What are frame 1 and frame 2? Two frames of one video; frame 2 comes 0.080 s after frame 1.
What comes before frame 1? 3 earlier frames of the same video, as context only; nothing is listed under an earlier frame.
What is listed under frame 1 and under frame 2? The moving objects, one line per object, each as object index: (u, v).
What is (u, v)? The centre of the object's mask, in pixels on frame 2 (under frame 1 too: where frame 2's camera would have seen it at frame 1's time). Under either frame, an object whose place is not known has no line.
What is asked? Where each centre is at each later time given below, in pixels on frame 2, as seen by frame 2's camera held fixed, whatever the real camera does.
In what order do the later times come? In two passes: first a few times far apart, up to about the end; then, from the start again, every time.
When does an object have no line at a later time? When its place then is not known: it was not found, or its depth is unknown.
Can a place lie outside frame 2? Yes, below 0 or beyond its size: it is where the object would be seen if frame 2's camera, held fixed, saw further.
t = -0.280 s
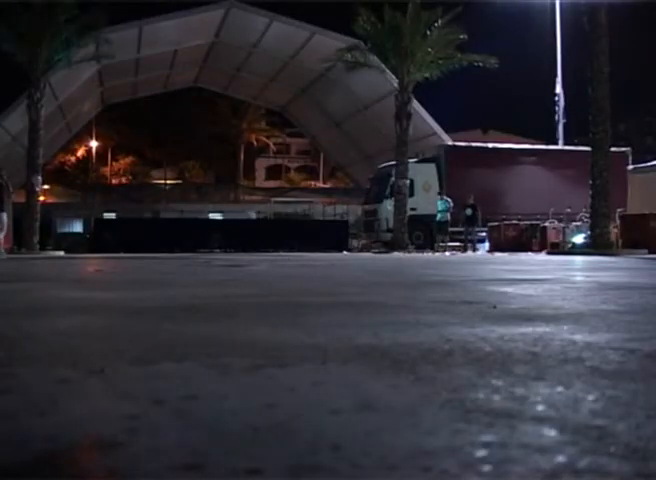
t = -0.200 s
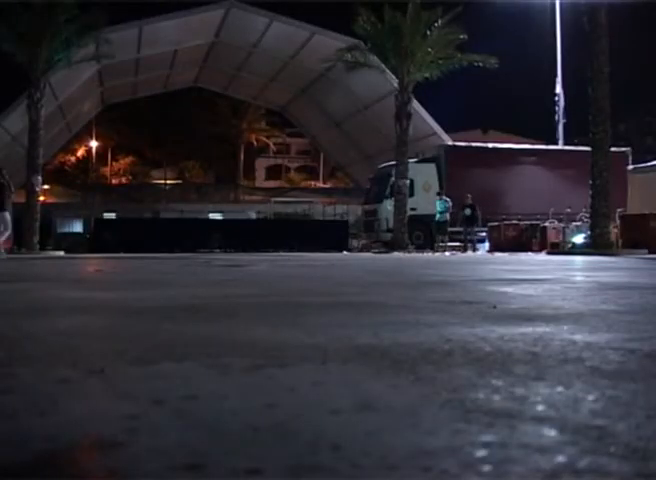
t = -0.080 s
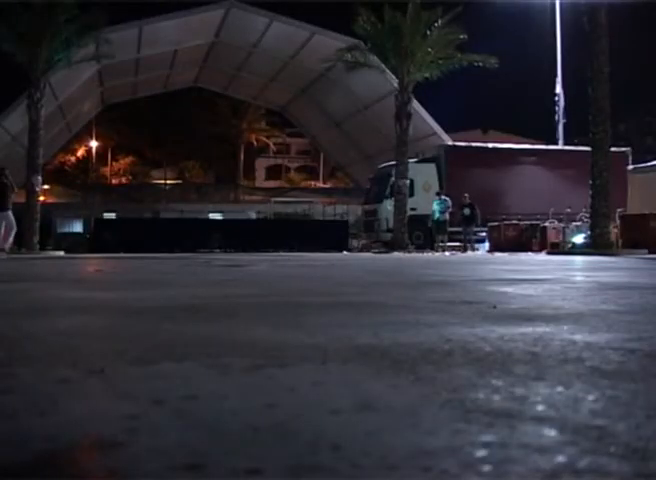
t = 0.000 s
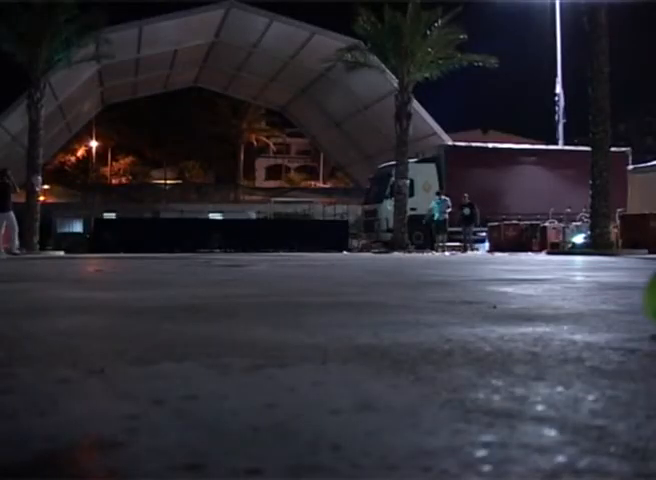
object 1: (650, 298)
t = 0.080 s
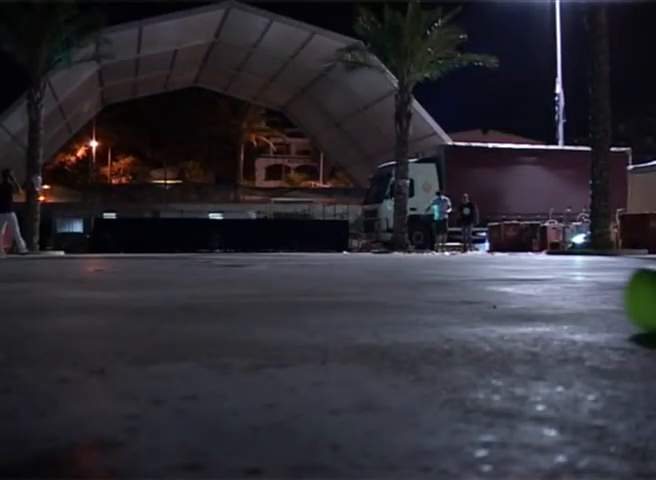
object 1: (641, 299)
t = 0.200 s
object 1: (627, 301)
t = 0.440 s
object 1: (597, 307)
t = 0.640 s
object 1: (569, 311)
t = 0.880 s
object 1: (523, 313)
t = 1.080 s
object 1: (492, 315)
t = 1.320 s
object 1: (458, 317)
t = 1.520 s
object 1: (430, 319)
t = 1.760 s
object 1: (399, 322)
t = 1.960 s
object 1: (379, 324)
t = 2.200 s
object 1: (360, 327)
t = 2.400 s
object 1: (347, 329)
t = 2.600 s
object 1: (335, 330)
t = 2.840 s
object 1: (318, 332)
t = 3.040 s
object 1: (306, 334)
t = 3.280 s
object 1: (288, 337)
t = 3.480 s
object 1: (271, 339)
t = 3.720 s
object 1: (247, 344)
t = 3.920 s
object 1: (229, 347)
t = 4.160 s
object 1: (217, 348)
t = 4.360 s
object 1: (217, 349)
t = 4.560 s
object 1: (224, 348)
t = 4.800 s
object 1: (239, 345)
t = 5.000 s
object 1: (253, 342)
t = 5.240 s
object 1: (267, 340)
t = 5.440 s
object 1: (274, 339)
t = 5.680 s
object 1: (279, 338)
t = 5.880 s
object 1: (280, 338)
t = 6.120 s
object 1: (278, 338)
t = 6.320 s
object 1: (275, 338)
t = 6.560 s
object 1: (266, 340)
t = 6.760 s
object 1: (257, 342)
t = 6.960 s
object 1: (247, 343)
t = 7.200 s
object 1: (237, 345)
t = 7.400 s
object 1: (234, 345)
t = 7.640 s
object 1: (236, 345)
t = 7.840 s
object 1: (241, 344)
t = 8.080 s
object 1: (250, 343)
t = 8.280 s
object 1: (256, 342)
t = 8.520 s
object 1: (261, 341)
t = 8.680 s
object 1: (264, 341)
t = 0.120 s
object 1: (636, 299)
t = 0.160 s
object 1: (631, 300)
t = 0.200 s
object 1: (627, 301)
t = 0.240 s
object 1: (622, 302)
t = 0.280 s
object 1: (617, 303)
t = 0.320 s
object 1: (612, 303)
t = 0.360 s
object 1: (607, 304)
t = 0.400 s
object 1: (602, 306)
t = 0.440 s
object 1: (597, 307)
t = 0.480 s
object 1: (592, 308)
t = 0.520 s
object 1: (587, 309)
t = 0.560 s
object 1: (582, 310)
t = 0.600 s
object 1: (576, 311)
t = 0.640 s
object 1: (569, 311)
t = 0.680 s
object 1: (560, 311)
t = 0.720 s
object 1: (552, 311)
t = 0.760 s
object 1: (544, 311)
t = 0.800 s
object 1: (537, 312)
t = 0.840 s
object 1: (530, 312)
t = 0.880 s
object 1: (523, 313)
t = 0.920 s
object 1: (517, 313)
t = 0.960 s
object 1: (511, 313)
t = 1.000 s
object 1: (505, 314)
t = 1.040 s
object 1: (498, 314)
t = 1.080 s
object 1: (492, 315)
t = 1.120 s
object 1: (487, 315)
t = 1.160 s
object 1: (480, 315)
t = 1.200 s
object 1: (475, 315)
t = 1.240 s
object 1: (470, 316)
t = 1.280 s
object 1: (464, 316)
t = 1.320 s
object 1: (458, 317)
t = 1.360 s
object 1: (453, 317)
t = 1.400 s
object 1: (447, 317)
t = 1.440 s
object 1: (441, 318)
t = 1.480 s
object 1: (435, 318)
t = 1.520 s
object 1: (430, 319)
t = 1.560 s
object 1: (424, 320)
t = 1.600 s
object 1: (419, 321)
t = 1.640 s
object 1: (414, 321)
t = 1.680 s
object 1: (409, 321)
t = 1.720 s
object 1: (404, 322)
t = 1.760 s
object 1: (399, 322)
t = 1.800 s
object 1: (394, 322)
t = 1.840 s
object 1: (390, 323)
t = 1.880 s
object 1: (385, 323)
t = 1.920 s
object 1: (382, 324)
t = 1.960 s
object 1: (379, 324)
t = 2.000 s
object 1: (375, 324)
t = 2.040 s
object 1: (372, 325)
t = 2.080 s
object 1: (369, 325)
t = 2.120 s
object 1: (366, 326)
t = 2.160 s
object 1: (364, 326)
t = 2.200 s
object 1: (360, 327)
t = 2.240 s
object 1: (357, 327)
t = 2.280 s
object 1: (355, 327)
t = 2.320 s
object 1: (352, 328)
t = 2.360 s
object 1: (350, 328)
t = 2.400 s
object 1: (347, 329)
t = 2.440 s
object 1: (345, 329)
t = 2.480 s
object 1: (342, 329)
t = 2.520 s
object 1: (340, 330)
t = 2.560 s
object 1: (338, 330)
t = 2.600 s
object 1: (335, 330)
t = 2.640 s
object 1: (333, 330)
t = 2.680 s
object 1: (330, 331)
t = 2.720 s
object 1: (327, 331)
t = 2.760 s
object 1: (324, 331)
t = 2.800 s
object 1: (321, 332)
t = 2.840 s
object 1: (318, 332)
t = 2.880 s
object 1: (316, 332)
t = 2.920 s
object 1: (314, 333)
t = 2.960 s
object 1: (311, 333)
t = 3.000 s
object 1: (309, 333)
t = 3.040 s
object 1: (306, 334)
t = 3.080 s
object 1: (303, 334)
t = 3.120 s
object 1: (300, 334)
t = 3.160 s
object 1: (297, 335)
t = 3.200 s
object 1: (294, 336)
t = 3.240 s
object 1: (292, 336)
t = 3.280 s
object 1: (288, 337)
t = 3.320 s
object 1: (286, 337)
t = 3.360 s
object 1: (282, 337)
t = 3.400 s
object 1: (278, 338)
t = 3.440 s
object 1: (274, 339)
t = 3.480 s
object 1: (271, 339)
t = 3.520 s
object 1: (266, 340)
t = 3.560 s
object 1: (262, 341)
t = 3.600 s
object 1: (259, 341)
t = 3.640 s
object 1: (255, 342)
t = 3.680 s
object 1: (251, 343)
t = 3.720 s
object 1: (247, 344)
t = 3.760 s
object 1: (243, 344)
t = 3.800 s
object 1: (240, 345)
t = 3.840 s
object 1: (236, 345)
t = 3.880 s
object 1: (233, 346)
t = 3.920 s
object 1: (229, 347)
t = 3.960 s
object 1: (226, 347)
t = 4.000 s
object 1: (224, 348)
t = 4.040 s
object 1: (222, 348)
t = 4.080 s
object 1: (219, 348)
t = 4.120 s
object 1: (218, 349)
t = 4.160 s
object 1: (217, 348)
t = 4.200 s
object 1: (216, 349)
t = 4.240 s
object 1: (216, 349)
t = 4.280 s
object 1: (216, 349)
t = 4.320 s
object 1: (216, 349)
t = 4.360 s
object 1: (217, 349)
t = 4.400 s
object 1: (218, 349)
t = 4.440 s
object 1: (218, 349)
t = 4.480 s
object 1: (220, 348)
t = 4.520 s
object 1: (222, 348)
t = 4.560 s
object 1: (224, 348)
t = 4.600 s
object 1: (226, 347)
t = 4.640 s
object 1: (228, 347)
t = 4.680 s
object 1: (231, 346)
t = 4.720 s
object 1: (234, 346)
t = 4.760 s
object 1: (237, 346)
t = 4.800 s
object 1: (239, 345)
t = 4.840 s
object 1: (242, 344)
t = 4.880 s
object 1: (245, 344)
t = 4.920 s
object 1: (248, 343)
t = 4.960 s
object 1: (250, 343)
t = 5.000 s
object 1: (253, 342)
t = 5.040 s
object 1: (255, 342)
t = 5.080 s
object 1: (258, 342)
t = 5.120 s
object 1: (260, 341)
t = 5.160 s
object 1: (262, 341)
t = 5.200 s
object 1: (264, 340)
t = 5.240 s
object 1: (267, 340)
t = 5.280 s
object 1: (269, 339)
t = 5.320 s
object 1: (270, 340)
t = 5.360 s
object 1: (271, 339)
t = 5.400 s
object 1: (273, 339)
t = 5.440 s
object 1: (274, 339)
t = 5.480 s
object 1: (275, 338)
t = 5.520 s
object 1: (276, 338)
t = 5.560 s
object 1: (277, 338)
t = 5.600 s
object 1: (277, 338)
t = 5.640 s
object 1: (278, 338)
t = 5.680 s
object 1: (279, 338)
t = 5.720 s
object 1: (279, 338)
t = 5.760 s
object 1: (280, 338)
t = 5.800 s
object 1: (280, 338)
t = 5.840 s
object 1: (280, 338)
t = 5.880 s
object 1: (280, 338)
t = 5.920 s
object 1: (279, 338)
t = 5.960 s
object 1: (279, 338)
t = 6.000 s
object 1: (279, 338)
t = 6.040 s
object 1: (278, 338)
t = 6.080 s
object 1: (278, 338)
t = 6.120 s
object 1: (278, 338)
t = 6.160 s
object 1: (277, 338)
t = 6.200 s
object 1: (277, 338)
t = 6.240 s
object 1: (277, 338)
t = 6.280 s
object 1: (276, 338)
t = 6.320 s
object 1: (275, 338)
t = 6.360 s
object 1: (274, 338)
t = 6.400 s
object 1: (273, 339)
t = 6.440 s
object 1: (272, 339)
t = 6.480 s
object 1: (270, 339)
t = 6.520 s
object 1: (268, 339)
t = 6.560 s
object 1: (266, 340)
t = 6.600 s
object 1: (264, 340)
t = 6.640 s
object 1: (262, 340)
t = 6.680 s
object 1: (260, 341)
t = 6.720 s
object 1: (258, 341)
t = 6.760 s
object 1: (257, 342)
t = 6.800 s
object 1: (255, 342)
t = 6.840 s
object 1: (253, 343)
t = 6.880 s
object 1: (250, 343)
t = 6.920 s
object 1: (249, 343)
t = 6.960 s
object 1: (247, 343)
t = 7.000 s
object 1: (245, 343)
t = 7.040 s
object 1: (243, 344)
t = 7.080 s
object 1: (241, 344)
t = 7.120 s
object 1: (239, 345)
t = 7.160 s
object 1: (237, 345)
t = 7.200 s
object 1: (237, 345)
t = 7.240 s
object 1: (236, 345)
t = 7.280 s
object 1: (235, 345)
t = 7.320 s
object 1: (234, 345)
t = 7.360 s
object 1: (234, 345)
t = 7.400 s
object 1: (234, 345)
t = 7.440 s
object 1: (233, 345)
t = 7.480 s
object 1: (233, 345)
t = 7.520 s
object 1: (234, 345)
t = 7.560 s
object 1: (234, 345)
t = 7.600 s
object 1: (235, 345)
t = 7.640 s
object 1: (236, 345)
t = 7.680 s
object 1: (236, 345)
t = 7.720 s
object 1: (237, 345)
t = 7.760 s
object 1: (238, 345)
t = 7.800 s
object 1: (239, 345)
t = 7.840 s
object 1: (241, 344)
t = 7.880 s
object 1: (242, 344)
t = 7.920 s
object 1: (243, 344)
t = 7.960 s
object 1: (245, 344)
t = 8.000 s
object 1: (246, 344)
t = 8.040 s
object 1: (247, 343)
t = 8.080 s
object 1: (250, 343)
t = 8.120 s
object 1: (251, 343)
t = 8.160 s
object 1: (253, 343)
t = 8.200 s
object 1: (255, 342)
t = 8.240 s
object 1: (256, 342)
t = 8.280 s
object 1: (256, 342)
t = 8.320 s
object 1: (257, 341)
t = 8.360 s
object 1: (259, 341)
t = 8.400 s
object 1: (260, 341)
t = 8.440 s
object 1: (260, 341)
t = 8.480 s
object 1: (261, 341)
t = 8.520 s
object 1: (261, 341)
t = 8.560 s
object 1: (262, 341)
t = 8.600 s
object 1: (263, 341)
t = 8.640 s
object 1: (264, 341)
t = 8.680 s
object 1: (264, 341)
